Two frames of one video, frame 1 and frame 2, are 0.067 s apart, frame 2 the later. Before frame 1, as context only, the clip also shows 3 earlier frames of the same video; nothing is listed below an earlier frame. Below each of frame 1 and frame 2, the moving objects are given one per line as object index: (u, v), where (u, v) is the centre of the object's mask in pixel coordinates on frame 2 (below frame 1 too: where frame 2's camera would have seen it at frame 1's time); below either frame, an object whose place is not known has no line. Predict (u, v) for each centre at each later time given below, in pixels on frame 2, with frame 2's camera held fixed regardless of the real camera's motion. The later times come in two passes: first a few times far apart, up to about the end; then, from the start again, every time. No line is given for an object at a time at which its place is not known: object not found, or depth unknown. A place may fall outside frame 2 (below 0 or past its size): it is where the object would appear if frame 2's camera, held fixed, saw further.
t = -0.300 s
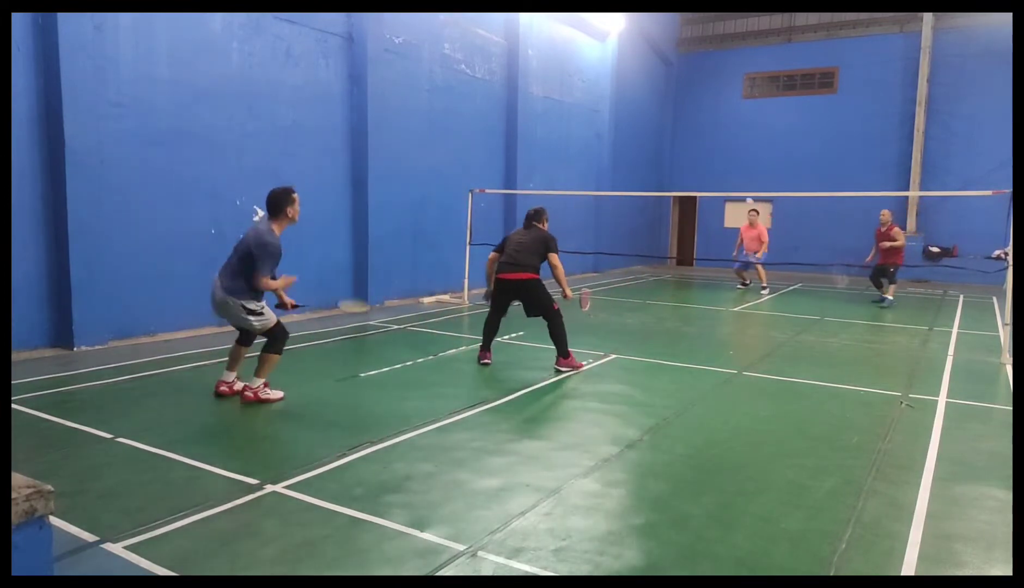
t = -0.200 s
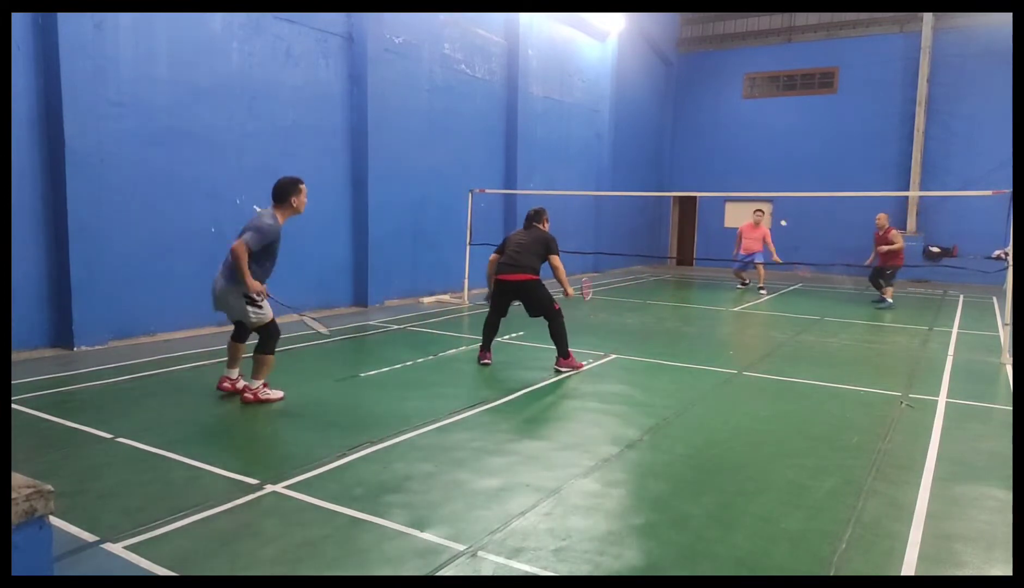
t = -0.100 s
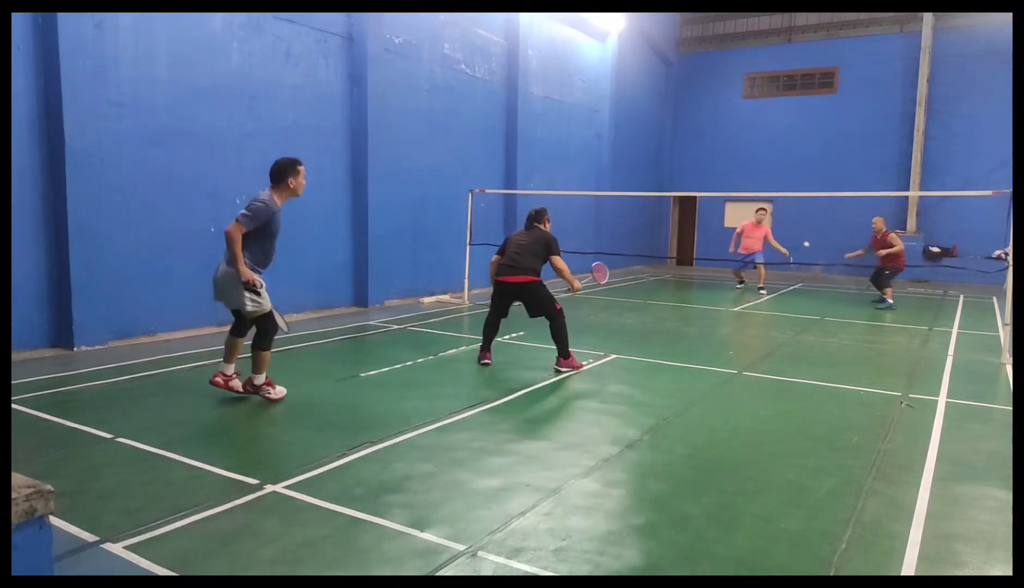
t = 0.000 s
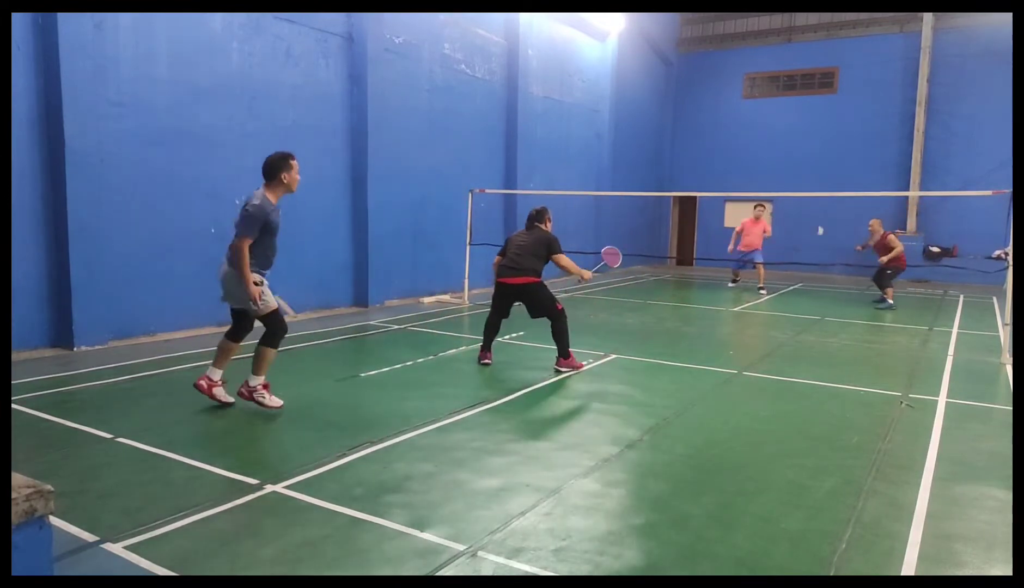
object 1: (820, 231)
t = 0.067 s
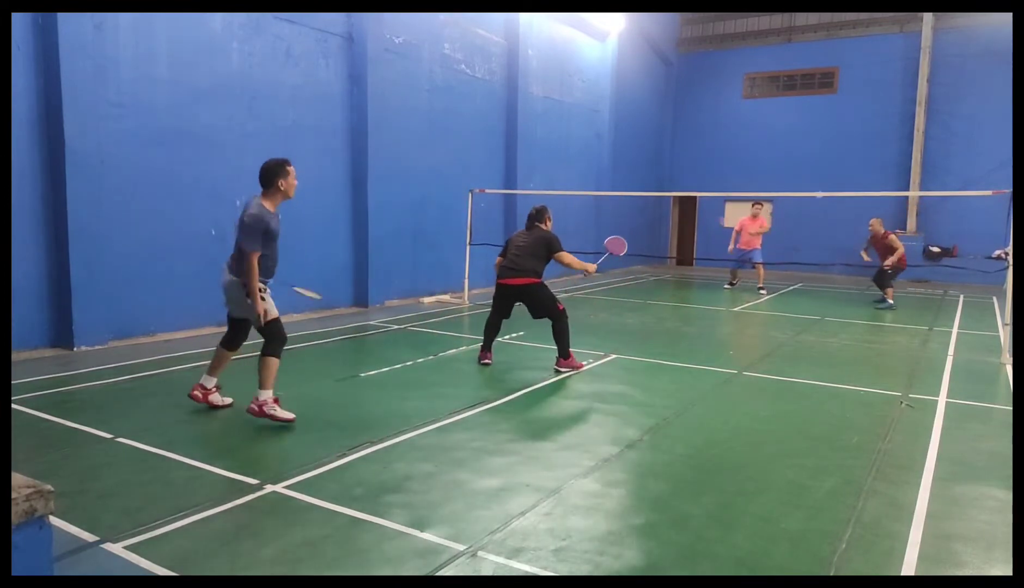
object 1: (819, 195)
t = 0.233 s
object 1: (822, 126)
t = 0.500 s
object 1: (821, 68)
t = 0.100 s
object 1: (821, 179)
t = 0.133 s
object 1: (821, 164)
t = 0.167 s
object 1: (821, 151)
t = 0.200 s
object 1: (821, 138)
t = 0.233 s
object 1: (822, 126)
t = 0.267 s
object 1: (822, 116)
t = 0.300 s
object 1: (822, 106)
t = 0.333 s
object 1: (822, 97)
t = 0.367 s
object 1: (822, 89)
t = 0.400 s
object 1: (822, 82)
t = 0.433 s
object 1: (822, 76)
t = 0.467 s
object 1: (821, 72)
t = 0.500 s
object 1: (821, 68)
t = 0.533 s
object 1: (820, 66)
